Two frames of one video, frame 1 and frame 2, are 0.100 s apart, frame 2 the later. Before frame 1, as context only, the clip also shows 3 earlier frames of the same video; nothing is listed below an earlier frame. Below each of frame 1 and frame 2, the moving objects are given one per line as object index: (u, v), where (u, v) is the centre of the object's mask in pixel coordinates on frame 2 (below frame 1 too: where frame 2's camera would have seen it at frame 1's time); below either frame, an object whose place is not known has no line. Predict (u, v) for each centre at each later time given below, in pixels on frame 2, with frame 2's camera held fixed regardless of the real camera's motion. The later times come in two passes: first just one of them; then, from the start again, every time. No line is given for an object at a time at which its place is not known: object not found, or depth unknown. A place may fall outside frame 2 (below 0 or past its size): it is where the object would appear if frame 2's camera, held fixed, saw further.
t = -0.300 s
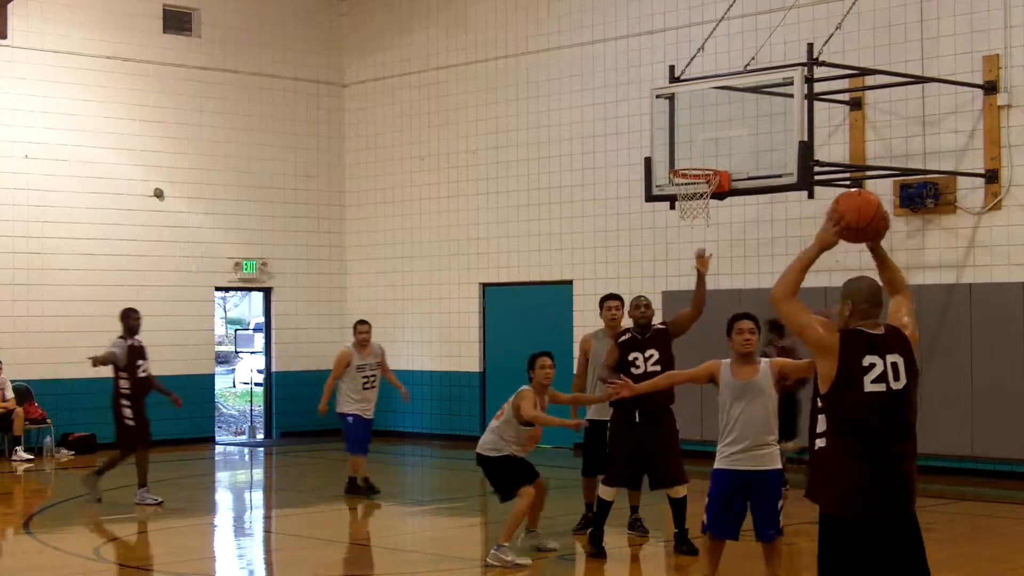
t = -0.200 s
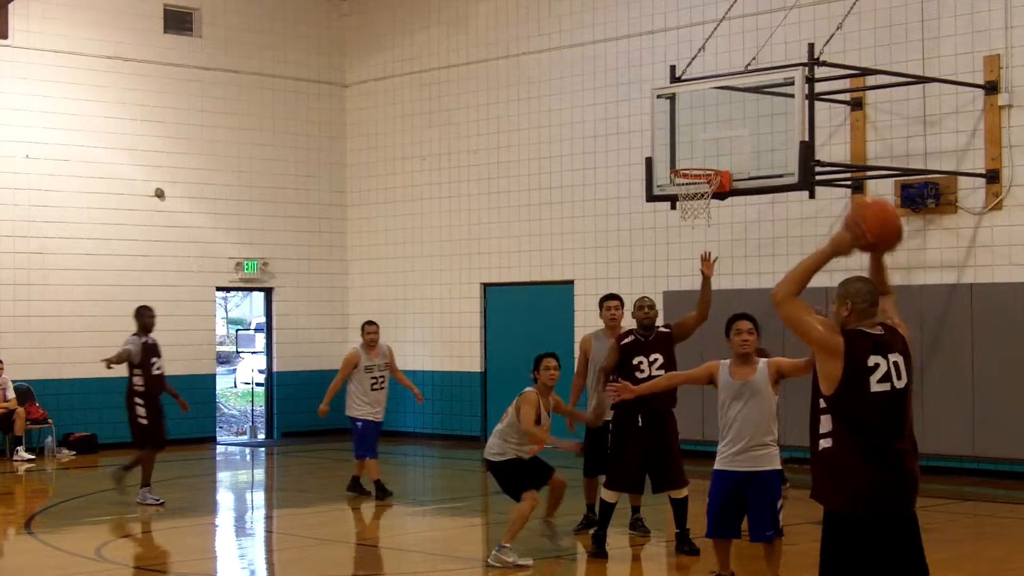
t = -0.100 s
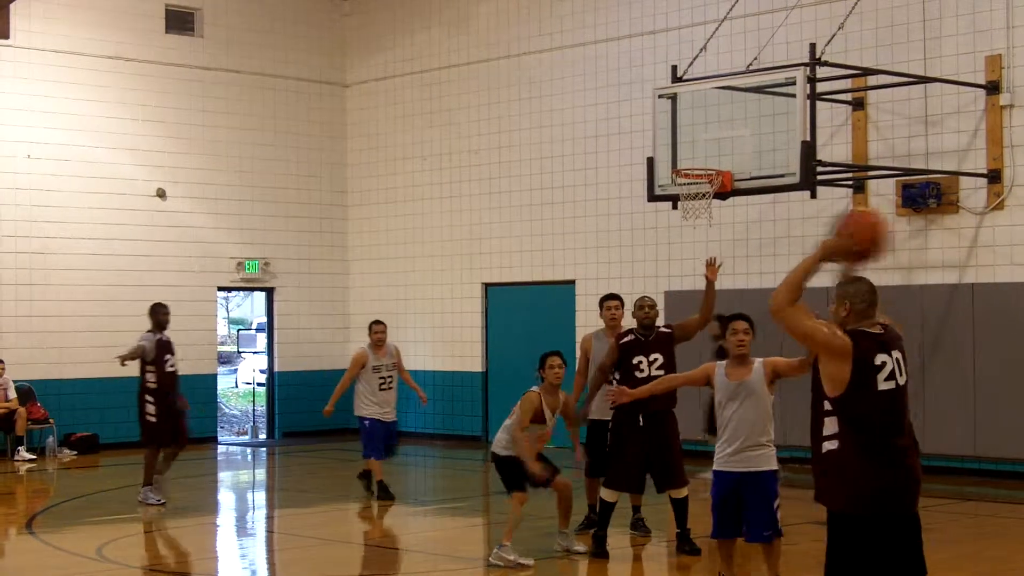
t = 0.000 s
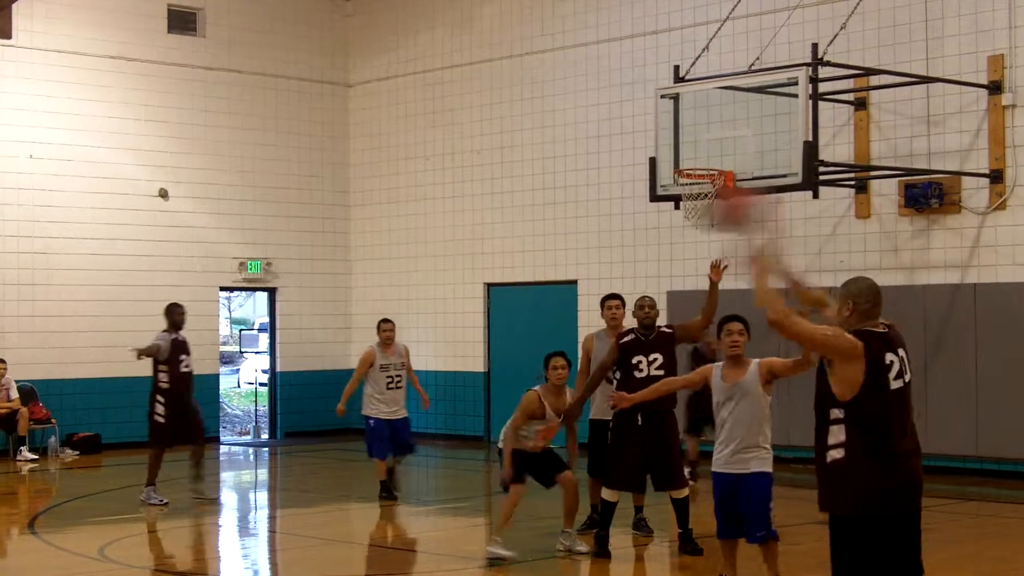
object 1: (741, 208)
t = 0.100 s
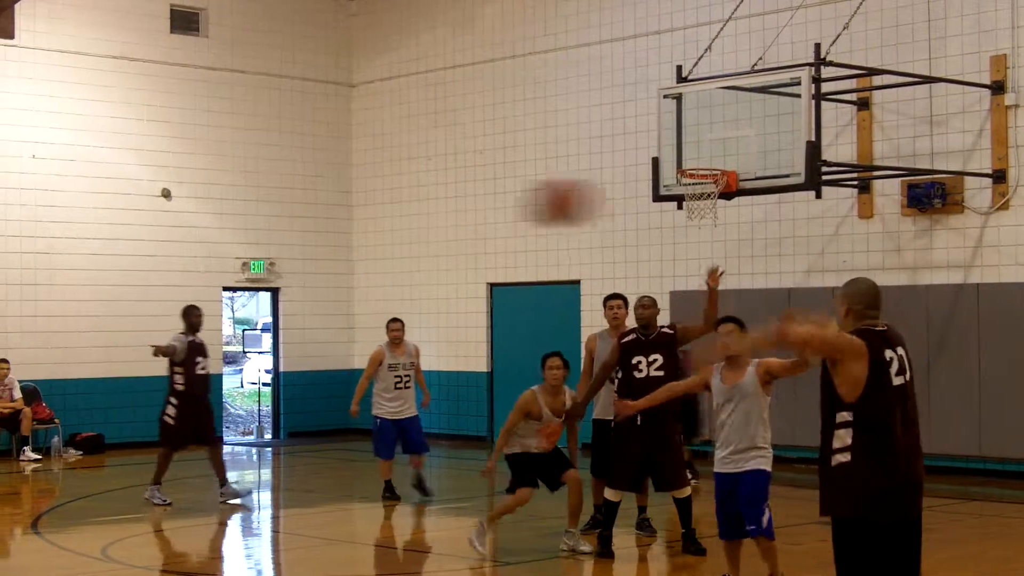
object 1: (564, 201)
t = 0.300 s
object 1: (264, 246)
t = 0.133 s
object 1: (507, 205)
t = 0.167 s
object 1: (454, 209)
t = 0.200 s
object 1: (406, 215)
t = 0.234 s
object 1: (354, 225)
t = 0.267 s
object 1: (310, 235)
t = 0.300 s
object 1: (264, 246)
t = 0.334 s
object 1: (214, 263)
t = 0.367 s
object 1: (173, 278)
